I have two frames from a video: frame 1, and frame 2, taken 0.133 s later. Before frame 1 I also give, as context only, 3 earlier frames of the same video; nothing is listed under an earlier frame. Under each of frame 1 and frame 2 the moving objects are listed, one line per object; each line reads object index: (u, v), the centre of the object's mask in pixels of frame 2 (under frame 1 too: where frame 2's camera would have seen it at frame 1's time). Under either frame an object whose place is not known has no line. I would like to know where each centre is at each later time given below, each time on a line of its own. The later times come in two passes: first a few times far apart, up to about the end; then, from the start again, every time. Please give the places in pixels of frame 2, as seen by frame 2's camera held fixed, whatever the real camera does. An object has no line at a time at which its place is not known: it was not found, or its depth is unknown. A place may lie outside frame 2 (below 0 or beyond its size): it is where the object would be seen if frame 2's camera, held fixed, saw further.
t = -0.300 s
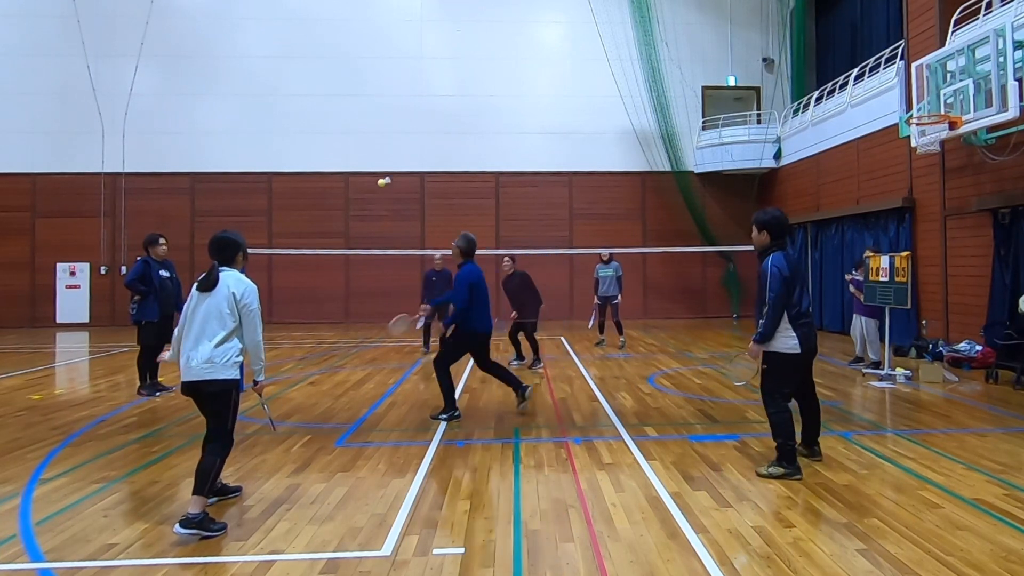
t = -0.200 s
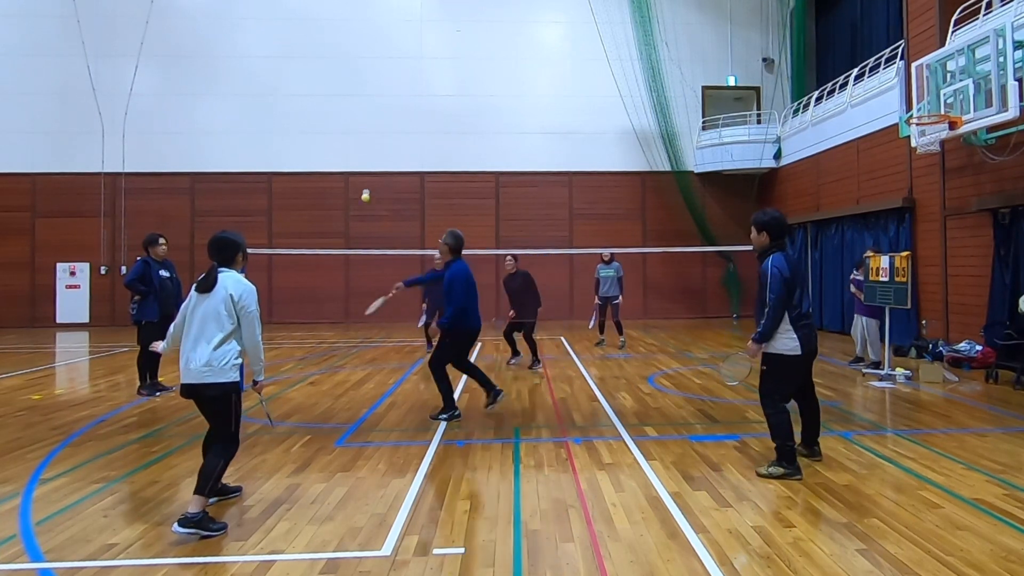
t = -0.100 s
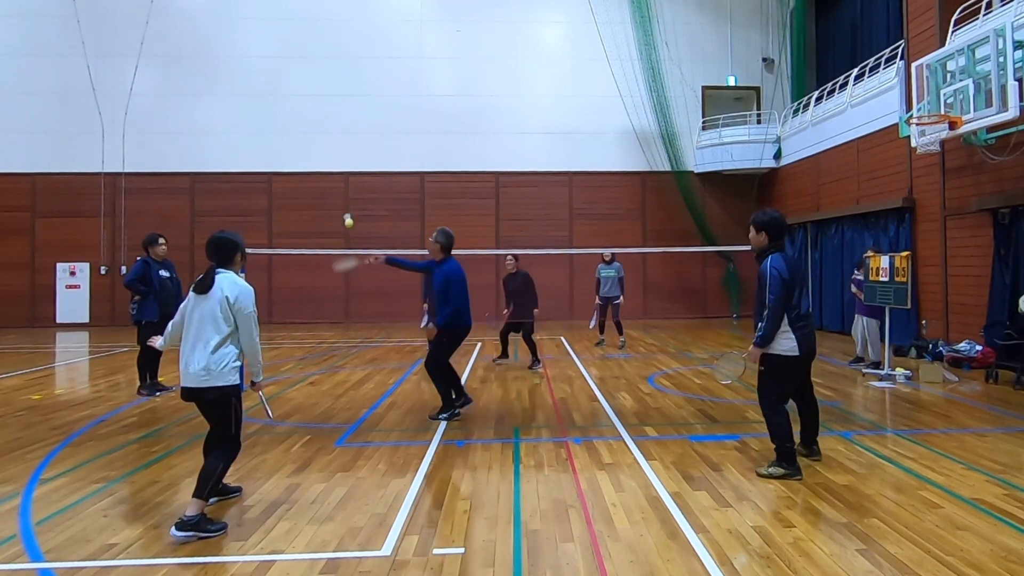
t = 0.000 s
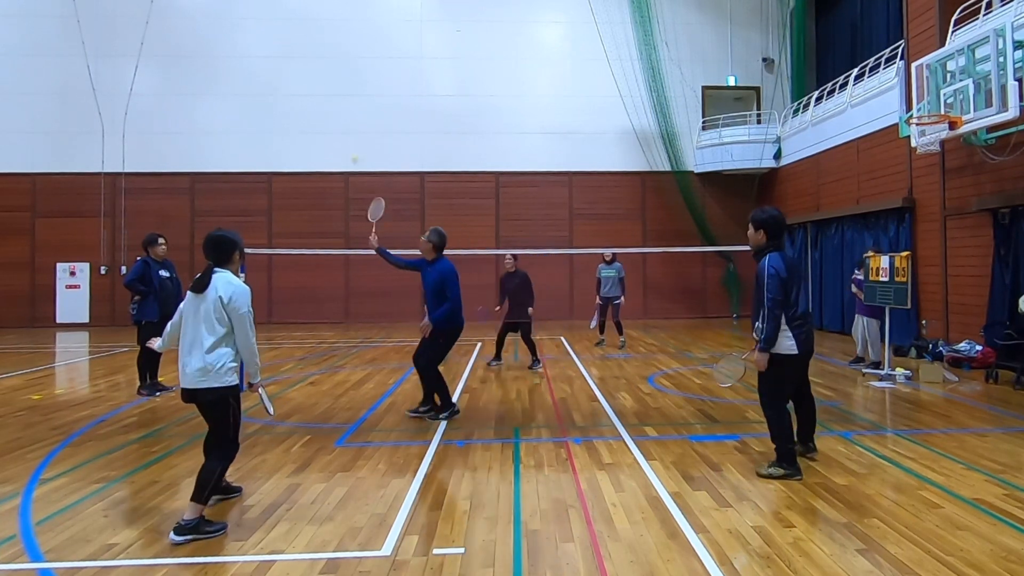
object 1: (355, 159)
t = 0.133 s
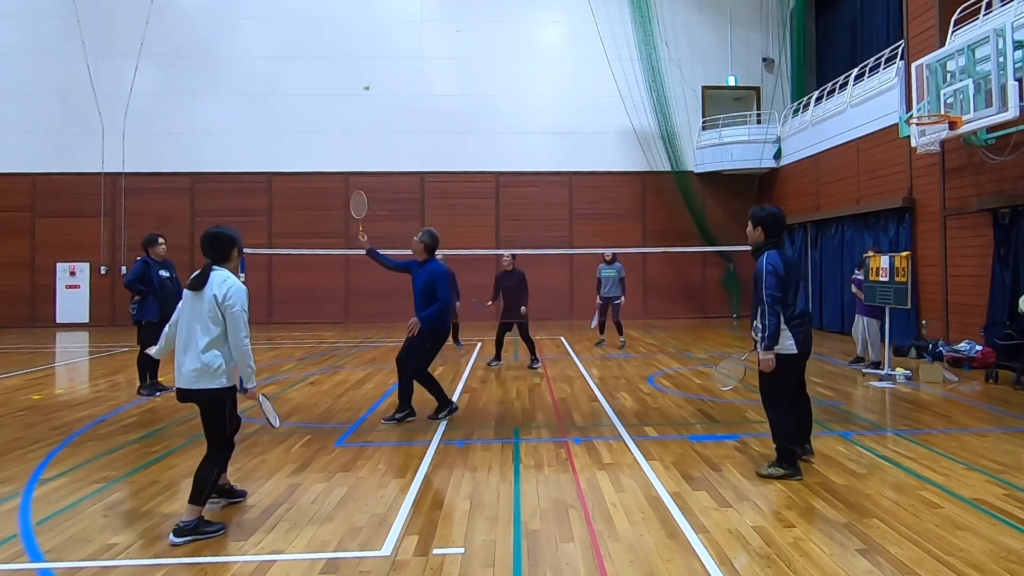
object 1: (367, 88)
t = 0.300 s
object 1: (378, 47)
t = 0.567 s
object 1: (391, 45)
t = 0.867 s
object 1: (400, 99)
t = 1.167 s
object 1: (408, 185)
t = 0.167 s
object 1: (370, 76)
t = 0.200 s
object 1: (372, 66)
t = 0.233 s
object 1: (374, 59)
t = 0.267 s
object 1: (376, 52)
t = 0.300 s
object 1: (378, 47)
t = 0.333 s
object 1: (380, 43)
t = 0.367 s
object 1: (382, 41)
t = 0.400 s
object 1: (384, 39)
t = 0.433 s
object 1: (386, 39)
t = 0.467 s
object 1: (387, 40)
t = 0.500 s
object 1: (389, 40)
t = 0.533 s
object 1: (390, 42)
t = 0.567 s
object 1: (391, 45)
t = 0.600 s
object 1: (392, 49)
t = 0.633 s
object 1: (393, 54)
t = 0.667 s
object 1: (394, 59)
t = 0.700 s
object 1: (395, 64)
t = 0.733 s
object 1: (396, 70)
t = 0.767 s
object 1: (397, 77)
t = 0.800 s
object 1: (398, 84)
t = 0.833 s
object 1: (399, 91)
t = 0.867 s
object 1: (400, 99)
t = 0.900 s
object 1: (401, 108)
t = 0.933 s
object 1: (403, 117)
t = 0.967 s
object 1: (403, 126)
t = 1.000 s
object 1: (405, 135)
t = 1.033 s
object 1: (406, 145)
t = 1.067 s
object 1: (407, 154)
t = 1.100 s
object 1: (407, 164)
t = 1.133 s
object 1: (407, 174)
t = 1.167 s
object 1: (408, 185)
